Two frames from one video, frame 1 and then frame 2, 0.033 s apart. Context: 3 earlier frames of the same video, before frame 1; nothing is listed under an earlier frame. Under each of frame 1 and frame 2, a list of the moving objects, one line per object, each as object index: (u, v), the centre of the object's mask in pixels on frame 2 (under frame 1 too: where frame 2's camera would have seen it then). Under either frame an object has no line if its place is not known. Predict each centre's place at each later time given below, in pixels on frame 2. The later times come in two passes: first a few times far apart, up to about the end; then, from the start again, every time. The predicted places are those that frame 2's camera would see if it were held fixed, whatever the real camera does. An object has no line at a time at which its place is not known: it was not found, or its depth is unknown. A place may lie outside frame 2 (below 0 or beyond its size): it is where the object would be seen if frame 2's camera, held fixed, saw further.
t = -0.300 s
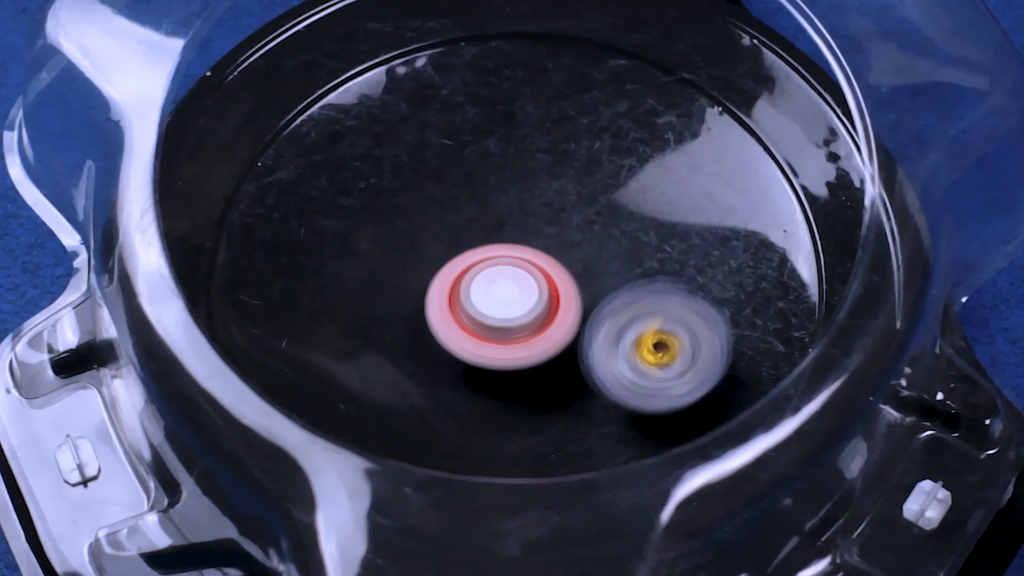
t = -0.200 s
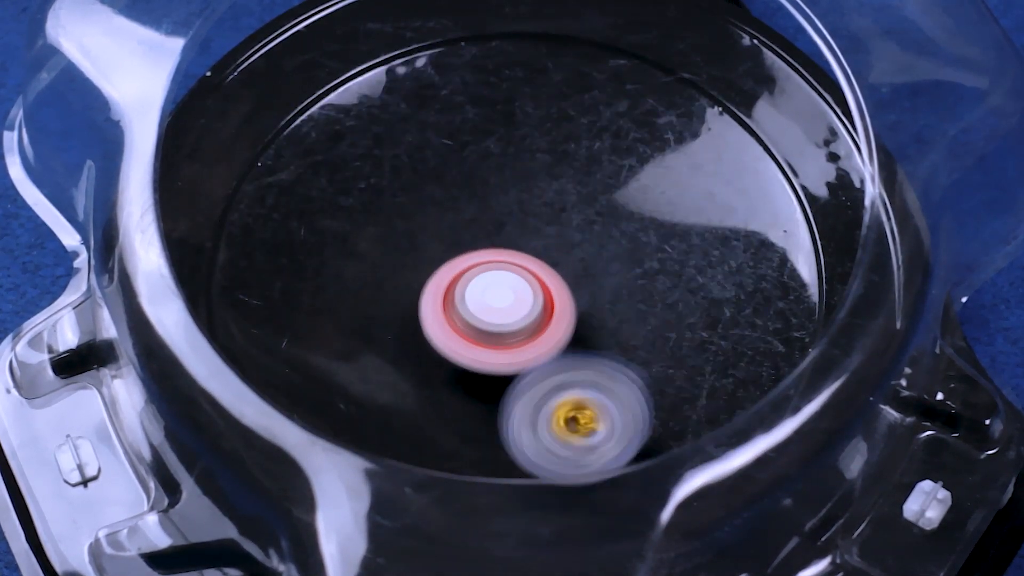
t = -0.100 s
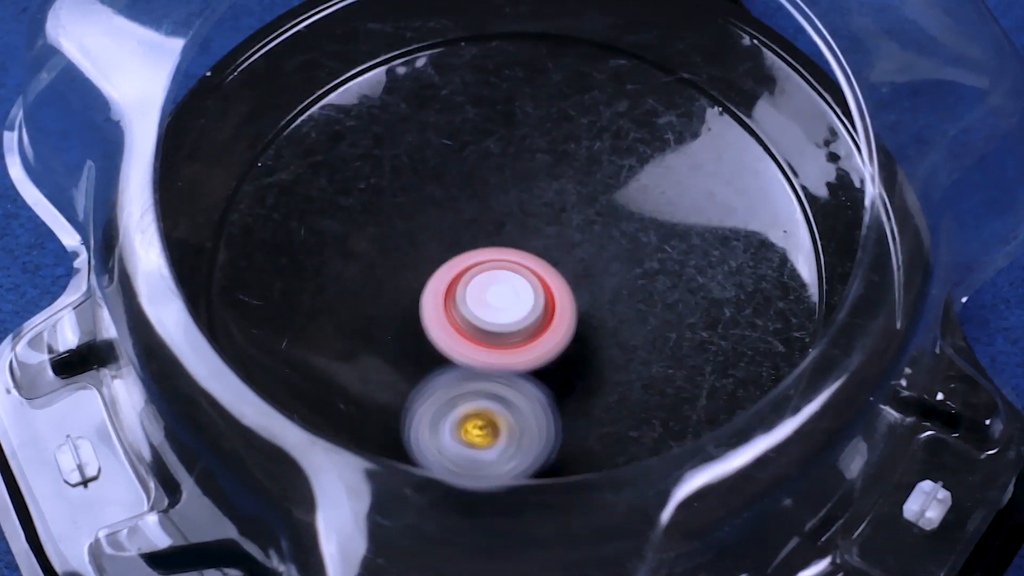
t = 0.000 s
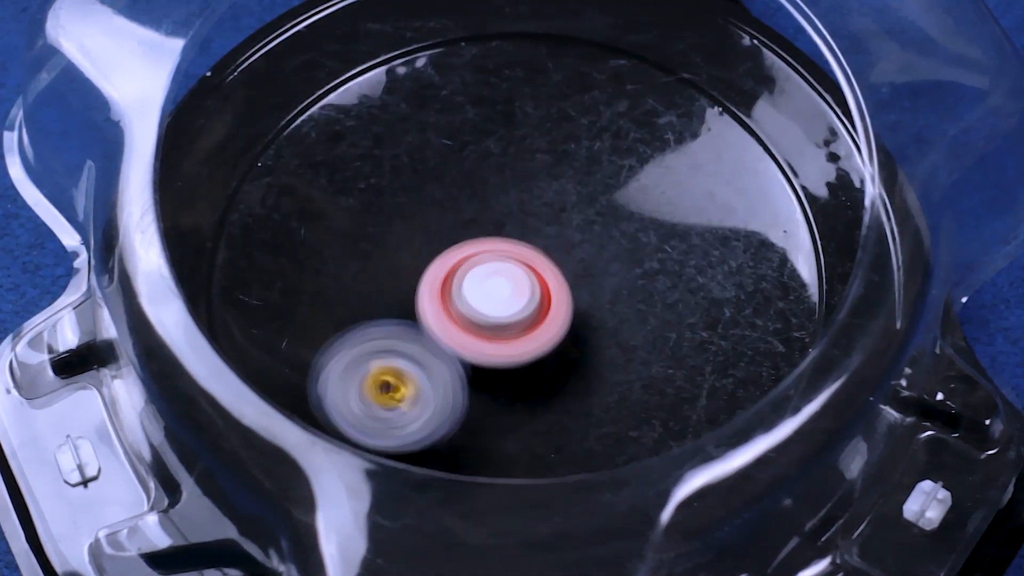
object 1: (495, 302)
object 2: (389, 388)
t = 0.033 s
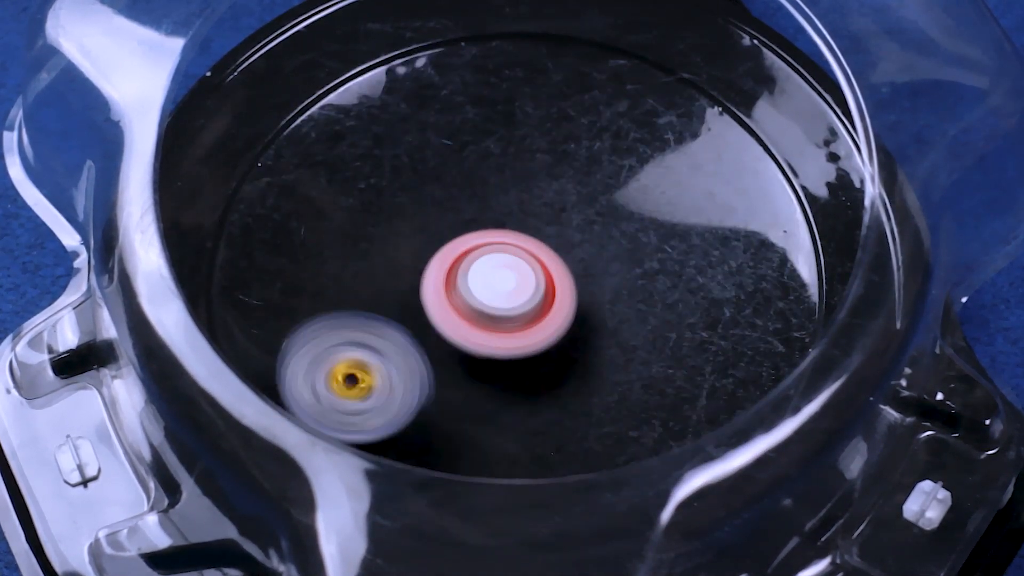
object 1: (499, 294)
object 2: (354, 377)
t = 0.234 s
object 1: (495, 278)
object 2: (268, 228)
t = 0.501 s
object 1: (508, 297)
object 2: (511, 94)
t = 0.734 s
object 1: (514, 296)
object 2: (711, 157)
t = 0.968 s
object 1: (521, 279)
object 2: (610, 371)
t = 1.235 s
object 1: (533, 278)
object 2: (340, 350)
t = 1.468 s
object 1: (540, 281)
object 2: (337, 166)
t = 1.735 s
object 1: (542, 289)
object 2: (608, 172)
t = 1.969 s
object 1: (536, 297)
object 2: (717, 322)
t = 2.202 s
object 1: (525, 300)
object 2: (513, 419)
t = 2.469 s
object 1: (512, 299)
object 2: (350, 235)
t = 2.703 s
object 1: (500, 293)
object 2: (475, 94)
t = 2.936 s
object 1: (491, 287)
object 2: (650, 209)
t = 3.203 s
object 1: (485, 279)
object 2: (537, 411)
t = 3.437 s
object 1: (484, 275)
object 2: (347, 355)
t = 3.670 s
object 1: (500, 283)
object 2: (376, 175)
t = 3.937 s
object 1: (516, 291)
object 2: (604, 148)
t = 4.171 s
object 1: (524, 301)
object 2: (669, 312)
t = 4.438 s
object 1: (521, 304)
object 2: (487, 442)
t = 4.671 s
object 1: (514, 308)
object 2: (363, 312)
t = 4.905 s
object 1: (503, 307)
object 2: (476, 171)
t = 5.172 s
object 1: (493, 302)
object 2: (673, 197)
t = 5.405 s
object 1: (488, 293)
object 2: (615, 344)
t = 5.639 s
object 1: (486, 284)
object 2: (454, 409)
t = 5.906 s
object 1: (504, 278)
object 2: (349, 276)
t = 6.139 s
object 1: (523, 288)
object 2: (434, 175)
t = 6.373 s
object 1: (561, 316)
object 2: (493, 92)
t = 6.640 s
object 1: (557, 351)
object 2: (545, 153)
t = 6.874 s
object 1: (547, 351)
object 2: (530, 185)
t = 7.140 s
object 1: (540, 357)
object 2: (408, 170)
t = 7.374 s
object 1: (532, 339)
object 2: (420, 141)
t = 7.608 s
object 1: (546, 348)
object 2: (443, 188)
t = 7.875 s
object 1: (569, 343)
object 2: (440, 212)
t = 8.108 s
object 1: (578, 342)
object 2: (410, 162)
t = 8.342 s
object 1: (576, 331)
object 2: (459, 248)
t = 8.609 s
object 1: (572, 330)
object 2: (396, 276)
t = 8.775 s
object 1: (565, 322)
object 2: (414, 282)
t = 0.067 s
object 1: (500, 290)
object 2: (324, 362)
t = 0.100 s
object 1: (499, 287)
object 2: (299, 341)
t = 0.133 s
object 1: (497, 285)
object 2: (278, 315)
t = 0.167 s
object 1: (496, 283)
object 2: (265, 287)
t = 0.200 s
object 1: (496, 280)
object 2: (261, 257)
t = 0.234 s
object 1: (495, 278)
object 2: (268, 228)
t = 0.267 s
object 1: (495, 276)
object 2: (287, 201)
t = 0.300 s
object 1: (495, 274)
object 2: (313, 179)
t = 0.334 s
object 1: (495, 272)
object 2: (348, 163)
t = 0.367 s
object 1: (495, 271)
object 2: (388, 154)
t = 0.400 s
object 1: (494, 269)
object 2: (429, 150)
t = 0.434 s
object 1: (501, 279)
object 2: (458, 131)
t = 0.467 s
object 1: (507, 290)
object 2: (485, 108)
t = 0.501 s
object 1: (508, 297)
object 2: (511, 94)
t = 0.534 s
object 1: (507, 300)
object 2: (540, 86)
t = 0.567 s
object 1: (506, 301)
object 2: (570, 85)
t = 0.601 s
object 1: (506, 301)
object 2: (602, 87)
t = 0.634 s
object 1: (508, 301)
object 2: (634, 95)
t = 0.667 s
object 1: (510, 299)
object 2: (666, 109)
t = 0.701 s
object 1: (512, 297)
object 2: (692, 130)
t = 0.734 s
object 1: (514, 296)
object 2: (711, 157)
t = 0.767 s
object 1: (516, 294)
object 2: (721, 191)
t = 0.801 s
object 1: (518, 293)
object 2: (719, 226)
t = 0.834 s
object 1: (520, 291)
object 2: (708, 257)
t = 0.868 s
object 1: (522, 290)
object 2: (689, 289)
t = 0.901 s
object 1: (523, 289)
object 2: (665, 315)
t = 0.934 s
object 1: (522, 285)
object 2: (637, 343)
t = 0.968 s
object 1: (521, 279)
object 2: (610, 371)
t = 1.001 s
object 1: (522, 277)
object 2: (578, 392)
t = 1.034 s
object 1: (524, 277)
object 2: (540, 404)
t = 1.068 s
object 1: (526, 277)
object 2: (503, 408)
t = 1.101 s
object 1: (527, 278)
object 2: (465, 407)
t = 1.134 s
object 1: (529, 278)
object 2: (429, 400)
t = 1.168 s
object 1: (530, 278)
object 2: (396, 388)
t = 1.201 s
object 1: (532, 278)
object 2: (366, 371)
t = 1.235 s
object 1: (533, 278)
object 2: (340, 350)
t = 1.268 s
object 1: (534, 278)
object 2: (318, 326)
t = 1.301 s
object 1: (536, 279)
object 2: (302, 299)
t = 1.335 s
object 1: (537, 279)
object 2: (293, 271)
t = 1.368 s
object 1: (538, 279)
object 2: (292, 241)
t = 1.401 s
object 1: (539, 280)
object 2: (299, 214)
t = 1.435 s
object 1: (540, 280)
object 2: (314, 188)
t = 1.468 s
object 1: (540, 281)
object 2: (337, 166)
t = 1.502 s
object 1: (541, 282)
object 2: (366, 151)
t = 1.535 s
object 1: (542, 282)
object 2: (401, 140)
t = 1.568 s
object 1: (542, 283)
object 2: (435, 130)
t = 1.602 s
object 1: (543, 284)
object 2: (473, 130)
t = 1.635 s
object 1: (543, 285)
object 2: (510, 135)
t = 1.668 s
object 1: (543, 285)
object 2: (546, 145)
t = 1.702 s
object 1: (543, 287)
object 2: (577, 159)
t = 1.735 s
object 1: (542, 289)
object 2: (608, 172)
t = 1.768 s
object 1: (541, 291)
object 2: (639, 182)
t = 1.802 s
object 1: (540, 292)
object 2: (666, 199)
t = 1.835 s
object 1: (539, 293)
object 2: (688, 219)
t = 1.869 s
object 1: (539, 294)
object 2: (706, 245)
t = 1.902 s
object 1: (538, 295)
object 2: (717, 272)
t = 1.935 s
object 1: (537, 296)
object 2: (722, 293)
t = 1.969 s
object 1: (536, 297)
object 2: (717, 322)
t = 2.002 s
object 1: (534, 298)
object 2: (704, 349)
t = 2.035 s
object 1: (533, 299)
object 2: (683, 374)
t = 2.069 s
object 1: (532, 299)
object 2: (655, 394)
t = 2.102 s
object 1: (530, 300)
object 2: (623, 410)
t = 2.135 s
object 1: (528, 301)
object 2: (586, 421)
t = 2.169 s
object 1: (527, 301)
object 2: (549, 424)
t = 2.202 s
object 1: (525, 300)
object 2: (513, 419)
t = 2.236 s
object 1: (524, 299)
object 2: (478, 408)
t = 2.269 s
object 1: (523, 299)
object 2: (447, 391)
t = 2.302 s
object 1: (523, 300)
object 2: (416, 371)
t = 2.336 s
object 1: (521, 300)
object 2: (393, 346)
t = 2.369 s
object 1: (519, 300)
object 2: (376, 320)
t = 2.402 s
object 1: (516, 300)
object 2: (363, 292)
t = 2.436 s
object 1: (514, 299)
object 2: (353, 263)
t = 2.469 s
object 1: (512, 299)
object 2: (350, 235)
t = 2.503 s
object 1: (510, 298)
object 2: (352, 207)
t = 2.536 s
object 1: (509, 297)
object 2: (361, 180)
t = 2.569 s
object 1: (507, 296)
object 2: (375, 154)
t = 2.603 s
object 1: (505, 296)
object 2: (395, 136)
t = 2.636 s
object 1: (504, 295)
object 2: (418, 115)
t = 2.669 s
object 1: (502, 294)
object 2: (445, 102)
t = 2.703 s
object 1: (500, 293)
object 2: (475, 94)
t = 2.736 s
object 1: (499, 292)
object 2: (508, 93)
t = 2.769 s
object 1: (497, 291)
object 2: (541, 99)
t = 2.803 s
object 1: (496, 291)
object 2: (572, 111)
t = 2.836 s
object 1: (495, 290)
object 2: (600, 129)
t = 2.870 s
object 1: (493, 289)
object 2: (622, 152)
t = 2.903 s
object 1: (492, 288)
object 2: (639, 180)
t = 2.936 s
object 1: (491, 287)
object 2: (650, 209)
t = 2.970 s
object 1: (490, 286)
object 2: (654, 239)
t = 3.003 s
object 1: (489, 285)
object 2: (652, 270)
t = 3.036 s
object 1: (488, 284)
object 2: (645, 299)
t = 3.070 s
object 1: (487, 283)
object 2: (631, 328)
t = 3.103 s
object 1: (486, 282)
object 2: (614, 354)
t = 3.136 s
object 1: (486, 281)
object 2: (591, 377)
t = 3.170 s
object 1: (486, 280)
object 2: (565, 397)
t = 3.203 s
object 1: (485, 279)
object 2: (537, 411)
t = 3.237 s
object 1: (485, 279)
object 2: (507, 419)
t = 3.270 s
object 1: (484, 278)
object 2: (475, 422)
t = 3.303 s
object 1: (484, 277)
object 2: (443, 419)
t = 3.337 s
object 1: (484, 276)
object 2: (413, 410)
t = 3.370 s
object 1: (484, 276)
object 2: (387, 396)
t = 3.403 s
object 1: (484, 275)
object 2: (364, 378)
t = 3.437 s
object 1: (484, 275)
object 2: (347, 355)
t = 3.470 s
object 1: (484, 274)
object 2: (335, 330)
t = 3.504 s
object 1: (485, 274)
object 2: (329, 304)
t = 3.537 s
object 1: (485, 274)
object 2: (332, 277)
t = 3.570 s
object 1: (486, 274)
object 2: (341, 250)
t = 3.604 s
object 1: (489, 276)
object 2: (356, 227)
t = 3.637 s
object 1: (497, 280)
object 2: (363, 198)
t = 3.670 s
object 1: (500, 283)
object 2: (376, 175)
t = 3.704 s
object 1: (502, 284)
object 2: (397, 156)
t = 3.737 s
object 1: (505, 285)
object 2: (424, 142)
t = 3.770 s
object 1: (507, 285)
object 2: (453, 132)
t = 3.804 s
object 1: (509, 287)
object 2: (483, 125)
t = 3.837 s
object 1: (511, 288)
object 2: (515, 123)
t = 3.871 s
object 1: (513, 289)
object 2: (547, 127)
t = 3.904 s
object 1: (514, 290)
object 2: (577, 135)
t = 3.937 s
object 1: (516, 291)
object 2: (604, 148)
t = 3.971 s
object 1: (517, 293)
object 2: (628, 164)
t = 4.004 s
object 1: (519, 294)
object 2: (649, 185)
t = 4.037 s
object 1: (520, 296)
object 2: (664, 209)
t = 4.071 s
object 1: (522, 297)
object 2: (674, 233)
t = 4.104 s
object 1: (523, 299)
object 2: (678, 260)
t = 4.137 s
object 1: (524, 300)
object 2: (677, 287)
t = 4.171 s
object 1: (524, 301)
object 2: (669, 312)
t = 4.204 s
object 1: (524, 302)
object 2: (657, 337)
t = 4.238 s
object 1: (524, 303)
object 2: (639, 361)
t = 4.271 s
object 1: (523, 302)
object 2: (620, 387)
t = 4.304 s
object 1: (523, 301)
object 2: (600, 408)
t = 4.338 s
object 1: (523, 301)
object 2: (576, 426)
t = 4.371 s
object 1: (523, 303)
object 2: (548, 438)
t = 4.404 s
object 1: (522, 303)
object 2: (518, 443)
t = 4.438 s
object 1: (521, 304)
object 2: (487, 442)
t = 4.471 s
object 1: (521, 305)
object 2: (457, 436)
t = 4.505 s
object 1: (520, 306)
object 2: (429, 424)
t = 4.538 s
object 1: (518, 306)
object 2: (407, 407)
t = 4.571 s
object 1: (517, 307)
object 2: (388, 386)
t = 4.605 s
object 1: (516, 307)
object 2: (375, 363)
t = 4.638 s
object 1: (515, 307)
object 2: (366, 338)
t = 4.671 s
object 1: (514, 308)
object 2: (363, 312)
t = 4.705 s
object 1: (513, 308)
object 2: (365, 286)
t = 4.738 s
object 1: (511, 308)
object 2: (373, 260)
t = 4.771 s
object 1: (510, 308)
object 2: (387, 236)
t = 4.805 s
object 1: (508, 308)
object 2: (405, 215)
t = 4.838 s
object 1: (506, 308)
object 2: (427, 197)
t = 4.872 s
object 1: (505, 308)
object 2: (451, 182)
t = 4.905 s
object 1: (503, 307)
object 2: (476, 171)
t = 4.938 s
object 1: (502, 307)
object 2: (502, 161)
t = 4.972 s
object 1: (500, 306)
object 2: (529, 155)
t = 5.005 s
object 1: (499, 306)
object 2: (556, 151)
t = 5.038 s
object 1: (498, 305)
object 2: (584, 152)
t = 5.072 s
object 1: (496, 304)
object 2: (610, 155)
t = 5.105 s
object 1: (495, 304)
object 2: (634, 165)
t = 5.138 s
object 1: (494, 303)
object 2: (655, 178)
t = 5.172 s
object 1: (493, 302)
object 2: (673, 197)
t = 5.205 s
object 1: (493, 301)
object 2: (682, 220)
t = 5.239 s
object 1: (492, 300)
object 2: (686, 243)
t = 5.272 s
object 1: (491, 299)
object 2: (683, 266)
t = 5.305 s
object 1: (490, 298)
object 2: (673, 289)
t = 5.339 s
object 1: (490, 296)
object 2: (657, 308)
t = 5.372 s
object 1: (490, 295)
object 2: (637, 327)
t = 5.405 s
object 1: (488, 293)
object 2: (615, 344)
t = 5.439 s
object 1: (485, 290)
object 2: (591, 360)
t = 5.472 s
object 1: (484, 288)
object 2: (571, 379)
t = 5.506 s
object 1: (483, 286)
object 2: (550, 396)
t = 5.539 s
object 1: (484, 285)
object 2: (527, 407)
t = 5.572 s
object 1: (485, 285)
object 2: (503, 413)
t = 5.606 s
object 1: (485, 284)
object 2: (479, 413)
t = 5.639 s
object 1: (486, 284)
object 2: (454, 409)
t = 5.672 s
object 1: (487, 283)
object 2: (431, 399)
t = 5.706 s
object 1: (489, 283)
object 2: (411, 383)
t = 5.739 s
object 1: (491, 281)
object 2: (397, 363)
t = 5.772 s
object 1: (494, 279)
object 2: (389, 343)
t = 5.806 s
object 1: (499, 278)
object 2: (375, 329)
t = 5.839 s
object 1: (502, 278)
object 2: (363, 314)
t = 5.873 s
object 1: (503, 278)
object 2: (352, 296)
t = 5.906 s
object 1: (504, 278)
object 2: (349, 276)
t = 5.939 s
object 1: (505, 278)
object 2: (356, 256)
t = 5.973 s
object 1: (508, 279)
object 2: (365, 239)
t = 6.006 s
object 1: (514, 282)
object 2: (369, 220)
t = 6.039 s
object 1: (518, 284)
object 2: (376, 205)
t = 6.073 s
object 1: (519, 286)
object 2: (389, 190)
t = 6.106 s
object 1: (521, 288)
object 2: (410, 178)
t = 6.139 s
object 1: (523, 288)
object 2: (434, 175)
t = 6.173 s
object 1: (531, 293)
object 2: (447, 170)
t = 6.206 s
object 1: (545, 304)
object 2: (445, 148)
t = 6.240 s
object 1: (554, 314)
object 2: (449, 128)
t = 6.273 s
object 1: (558, 317)
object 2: (456, 117)
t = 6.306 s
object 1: (559, 318)
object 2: (463, 106)
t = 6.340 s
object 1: (560, 317)
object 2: (476, 95)
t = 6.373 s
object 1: (561, 316)
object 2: (493, 92)
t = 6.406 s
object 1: (562, 315)
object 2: (509, 97)
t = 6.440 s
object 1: (563, 315)
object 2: (524, 107)
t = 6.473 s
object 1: (563, 315)
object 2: (539, 125)
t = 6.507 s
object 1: (564, 315)
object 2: (547, 148)
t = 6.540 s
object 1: (565, 315)
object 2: (549, 170)
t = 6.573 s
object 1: (564, 328)
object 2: (543, 173)
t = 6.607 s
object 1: (562, 343)
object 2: (545, 161)
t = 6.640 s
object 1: (557, 351)
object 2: (545, 153)
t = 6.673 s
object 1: (553, 353)
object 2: (547, 149)
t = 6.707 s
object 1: (552, 353)
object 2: (548, 149)
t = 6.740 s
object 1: (552, 353)
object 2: (547, 152)
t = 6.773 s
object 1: (551, 352)
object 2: (546, 156)
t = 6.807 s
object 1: (550, 352)
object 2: (544, 165)
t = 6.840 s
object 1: (549, 351)
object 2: (537, 175)
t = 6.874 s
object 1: (547, 351)
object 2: (530, 185)
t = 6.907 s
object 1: (546, 350)
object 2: (520, 199)
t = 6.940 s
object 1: (544, 349)
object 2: (504, 212)
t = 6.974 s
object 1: (542, 348)
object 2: (489, 221)
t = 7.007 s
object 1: (544, 353)
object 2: (464, 223)
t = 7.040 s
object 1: (545, 358)
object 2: (443, 208)
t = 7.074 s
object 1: (545, 361)
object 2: (430, 197)
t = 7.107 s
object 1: (542, 360)
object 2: (417, 184)
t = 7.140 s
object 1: (540, 357)
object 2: (408, 170)
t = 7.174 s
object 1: (539, 354)
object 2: (400, 161)
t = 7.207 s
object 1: (537, 352)
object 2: (393, 150)
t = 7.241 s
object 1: (536, 349)
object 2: (394, 142)
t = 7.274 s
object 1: (535, 347)
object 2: (396, 135)
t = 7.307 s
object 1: (534, 344)
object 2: (403, 131)
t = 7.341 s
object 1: (533, 342)
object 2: (413, 133)
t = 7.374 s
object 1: (532, 339)
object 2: (420, 141)
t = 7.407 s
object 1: (531, 336)
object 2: (433, 153)
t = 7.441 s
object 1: (531, 333)
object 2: (442, 171)
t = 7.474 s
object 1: (530, 330)
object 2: (451, 187)
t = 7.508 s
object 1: (532, 329)
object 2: (458, 206)
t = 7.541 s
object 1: (540, 340)
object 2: (450, 202)
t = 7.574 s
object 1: (546, 346)
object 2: (446, 190)
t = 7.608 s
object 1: (546, 348)
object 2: (443, 188)
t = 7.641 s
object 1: (547, 346)
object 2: (442, 183)
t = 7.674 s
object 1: (548, 342)
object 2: (448, 184)
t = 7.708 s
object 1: (549, 340)
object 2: (448, 186)
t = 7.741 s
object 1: (551, 337)
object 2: (453, 190)
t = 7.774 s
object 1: (552, 335)
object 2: (454, 198)
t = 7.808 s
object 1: (554, 332)
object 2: (457, 207)
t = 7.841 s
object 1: (557, 334)
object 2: (460, 221)
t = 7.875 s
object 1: (569, 343)
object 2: (440, 212)
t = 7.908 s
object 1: (574, 351)
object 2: (428, 202)
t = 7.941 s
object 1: (576, 353)
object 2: (418, 191)
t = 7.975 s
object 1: (577, 352)
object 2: (413, 182)
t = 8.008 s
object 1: (578, 348)
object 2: (405, 174)
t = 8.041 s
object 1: (578, 346)
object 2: (405, 166)
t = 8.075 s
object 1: (578, 344)
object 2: (405, 164)
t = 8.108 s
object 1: (578, 342)
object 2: (410, 162)
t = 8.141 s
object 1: (578, 340)
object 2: (416, 169)
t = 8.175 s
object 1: (578, 338)
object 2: (422, 173)
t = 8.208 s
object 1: (577, 337)
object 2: (433, 186)
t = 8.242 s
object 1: (577, 335)
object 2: (440, 198)
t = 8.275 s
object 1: (576, 333)
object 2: (449, 216)
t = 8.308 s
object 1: (576, 332)
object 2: (453, 231)
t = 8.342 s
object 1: (576, 331)
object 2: (459, 248)
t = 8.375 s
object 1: (582, 333)
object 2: (447, 259)
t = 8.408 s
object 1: (585, 335)
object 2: (438, 258)
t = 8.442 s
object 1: (584, 335)
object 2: (429, 262)
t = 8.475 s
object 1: (582, 335)
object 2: (420, 266)
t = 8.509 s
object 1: (580, 334)
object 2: (407, 271)
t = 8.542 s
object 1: (578, 333)
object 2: (404, 271)
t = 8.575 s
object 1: (575, 332)
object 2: (398, 275)
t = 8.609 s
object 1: (572, 330)
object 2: (396, 276)
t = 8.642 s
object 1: (570, 329)
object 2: (393, 278)
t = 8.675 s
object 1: (567, 326)
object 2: (399, 277)
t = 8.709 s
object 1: (565, 325)
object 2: (401, 279)
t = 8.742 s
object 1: (563, 323)
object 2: (409, 280)
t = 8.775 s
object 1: (565, 322)
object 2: (414, 282)
